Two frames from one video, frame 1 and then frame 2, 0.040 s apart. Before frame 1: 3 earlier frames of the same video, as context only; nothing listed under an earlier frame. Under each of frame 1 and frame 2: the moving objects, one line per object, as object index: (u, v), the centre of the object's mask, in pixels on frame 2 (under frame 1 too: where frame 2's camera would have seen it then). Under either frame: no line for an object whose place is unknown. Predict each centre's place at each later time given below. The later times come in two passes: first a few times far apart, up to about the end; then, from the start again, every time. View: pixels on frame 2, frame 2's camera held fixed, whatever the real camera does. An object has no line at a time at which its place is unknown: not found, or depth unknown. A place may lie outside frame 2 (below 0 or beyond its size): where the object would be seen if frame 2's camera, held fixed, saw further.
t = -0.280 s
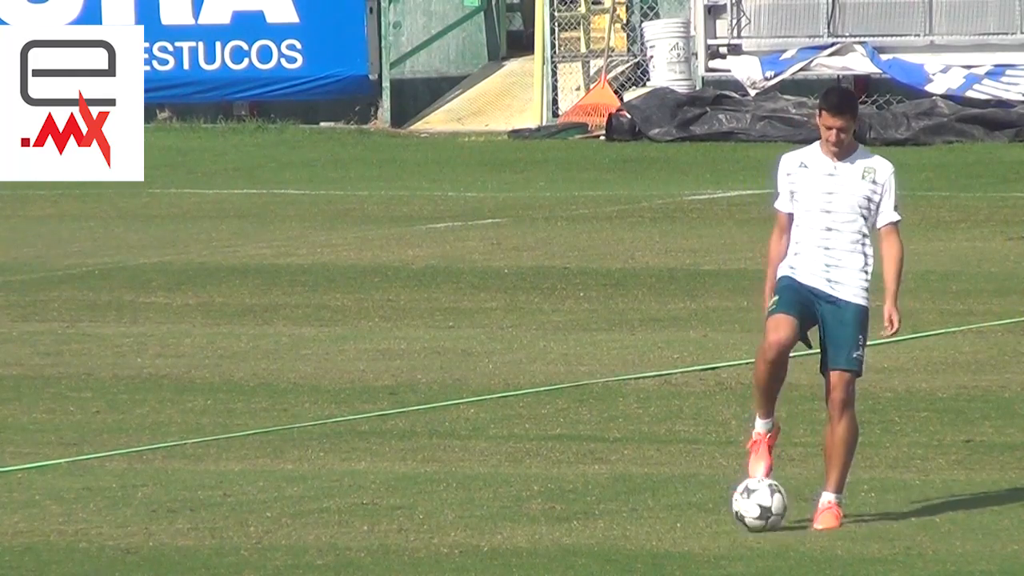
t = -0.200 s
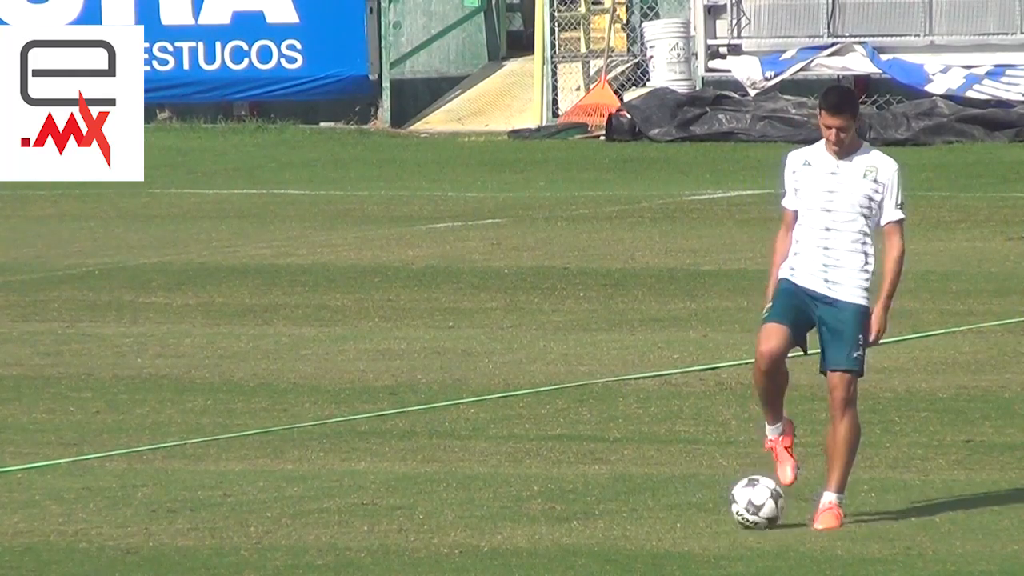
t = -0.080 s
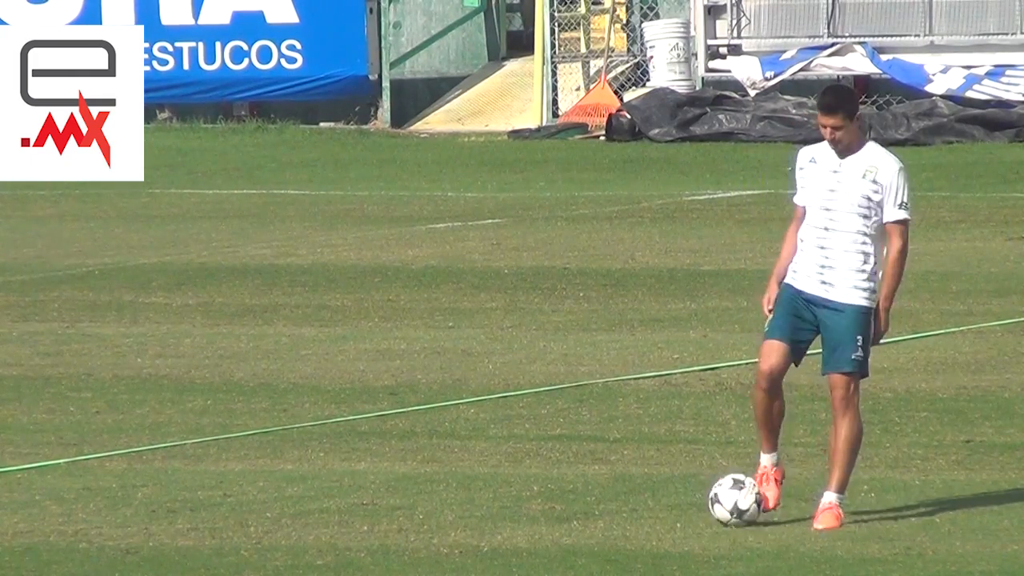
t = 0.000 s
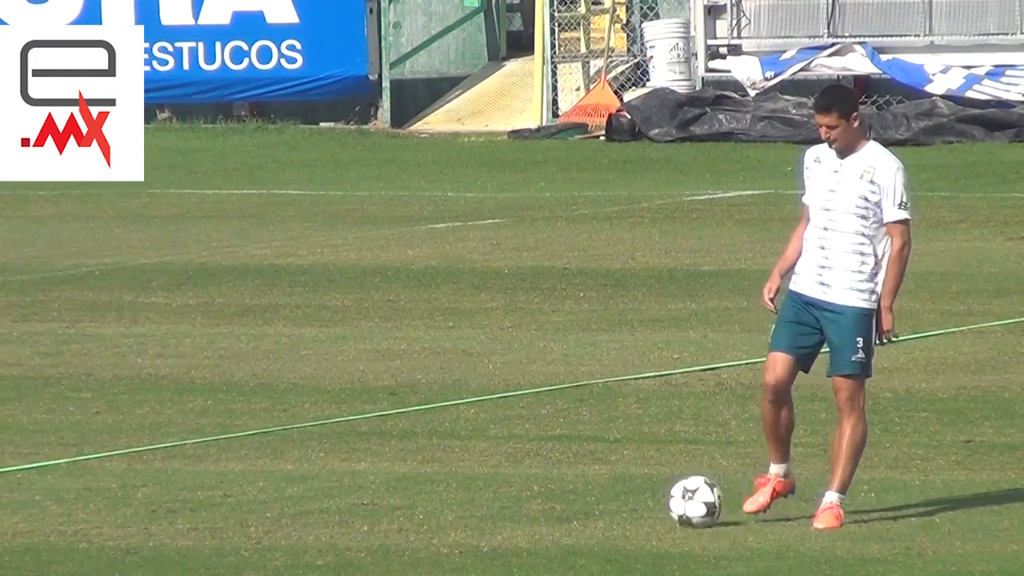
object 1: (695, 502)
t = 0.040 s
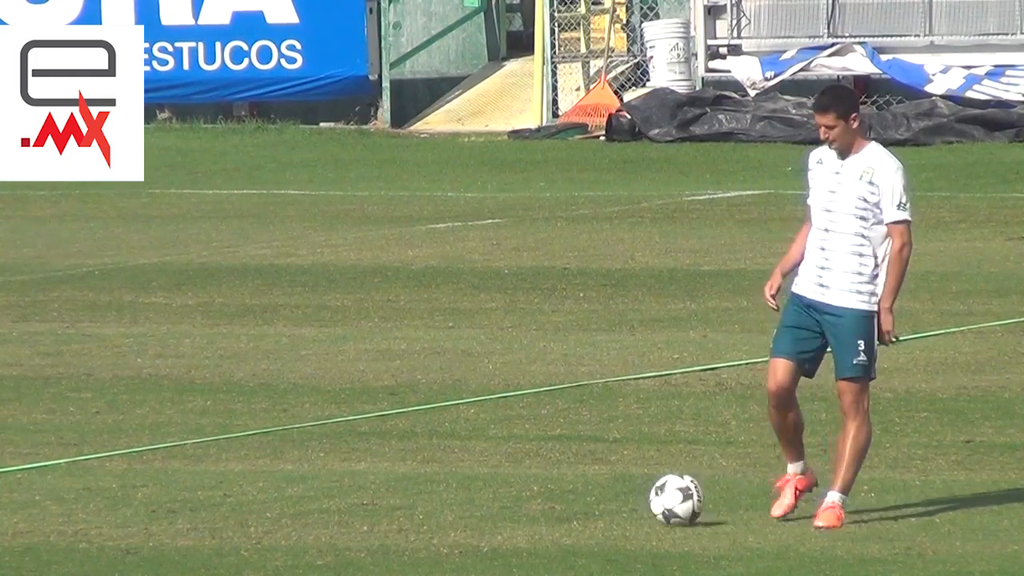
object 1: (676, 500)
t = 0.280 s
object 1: (603, 499)
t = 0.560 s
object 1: (525, 497)
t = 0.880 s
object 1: (452, 496)
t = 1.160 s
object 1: (400, 495)
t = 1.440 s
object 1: (359, 494)
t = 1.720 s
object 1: (323, 492)
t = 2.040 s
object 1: (291, 493)
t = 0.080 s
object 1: (665, 499)
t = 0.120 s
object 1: (654, 500)
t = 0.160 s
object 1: (638, 500)
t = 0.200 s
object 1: (628, 501)
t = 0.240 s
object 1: (613, 500)
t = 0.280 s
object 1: (603, 499)
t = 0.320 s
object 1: (593, 499)
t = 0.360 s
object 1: (579, 500)
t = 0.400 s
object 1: (570, 500)
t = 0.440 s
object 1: (556, 500)
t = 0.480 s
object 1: (547, 500)
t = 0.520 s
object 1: (538, 499)
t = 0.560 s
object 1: (525, 497)
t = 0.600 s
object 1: (517, 497)
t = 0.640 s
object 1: (506, 498)
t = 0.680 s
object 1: (497, 497)
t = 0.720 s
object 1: (490, 498)
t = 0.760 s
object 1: (478, 497)
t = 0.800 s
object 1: (470, 497)
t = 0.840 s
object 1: (459, 497)
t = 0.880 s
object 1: (452, 496)
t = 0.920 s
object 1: (445, 497)
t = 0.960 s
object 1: (436, 496)
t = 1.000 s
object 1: (429, 497)
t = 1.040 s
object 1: (420, 496)
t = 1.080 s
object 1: (414, 496)
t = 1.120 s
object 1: (408, 496)
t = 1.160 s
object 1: (400, 495)
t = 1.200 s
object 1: (394, 495)
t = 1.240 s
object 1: (388, 495)
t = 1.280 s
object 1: (380, 494)
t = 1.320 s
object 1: (374, 494)
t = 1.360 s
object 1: (367, 494)
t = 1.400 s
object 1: (363, 494)
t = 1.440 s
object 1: (359, 494)
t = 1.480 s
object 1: (352, 493)
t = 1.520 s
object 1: (347, 493)
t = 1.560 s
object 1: (340, 492)
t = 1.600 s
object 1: (337, 493)
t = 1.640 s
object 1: (333, 493)
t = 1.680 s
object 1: (327, 492)
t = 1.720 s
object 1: (323, 492)
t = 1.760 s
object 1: (317, 492)
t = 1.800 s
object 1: (313, 492)
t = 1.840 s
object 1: (309, 492)
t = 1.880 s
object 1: (304, 493)
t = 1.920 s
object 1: (301, 493)
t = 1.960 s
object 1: (297, 492)
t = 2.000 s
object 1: (294, 492)
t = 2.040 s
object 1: (291, 493)
